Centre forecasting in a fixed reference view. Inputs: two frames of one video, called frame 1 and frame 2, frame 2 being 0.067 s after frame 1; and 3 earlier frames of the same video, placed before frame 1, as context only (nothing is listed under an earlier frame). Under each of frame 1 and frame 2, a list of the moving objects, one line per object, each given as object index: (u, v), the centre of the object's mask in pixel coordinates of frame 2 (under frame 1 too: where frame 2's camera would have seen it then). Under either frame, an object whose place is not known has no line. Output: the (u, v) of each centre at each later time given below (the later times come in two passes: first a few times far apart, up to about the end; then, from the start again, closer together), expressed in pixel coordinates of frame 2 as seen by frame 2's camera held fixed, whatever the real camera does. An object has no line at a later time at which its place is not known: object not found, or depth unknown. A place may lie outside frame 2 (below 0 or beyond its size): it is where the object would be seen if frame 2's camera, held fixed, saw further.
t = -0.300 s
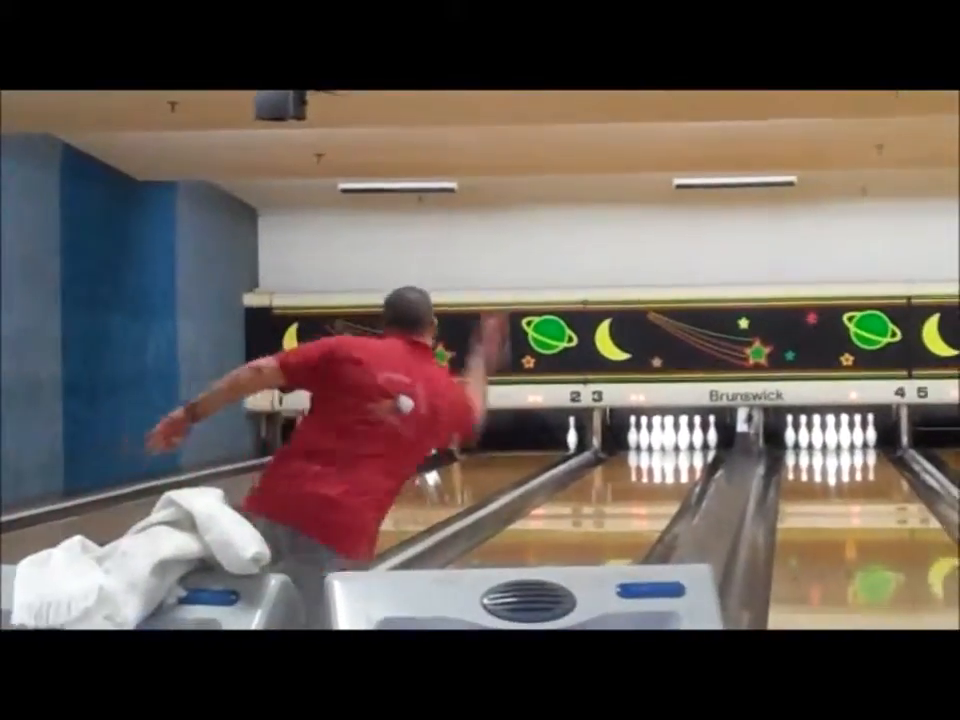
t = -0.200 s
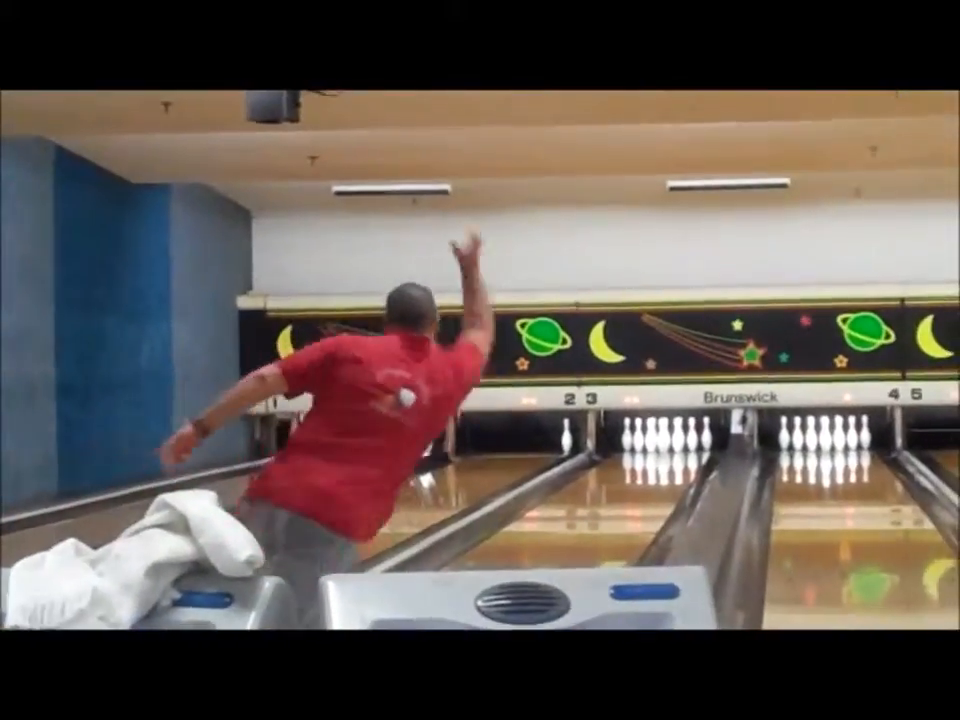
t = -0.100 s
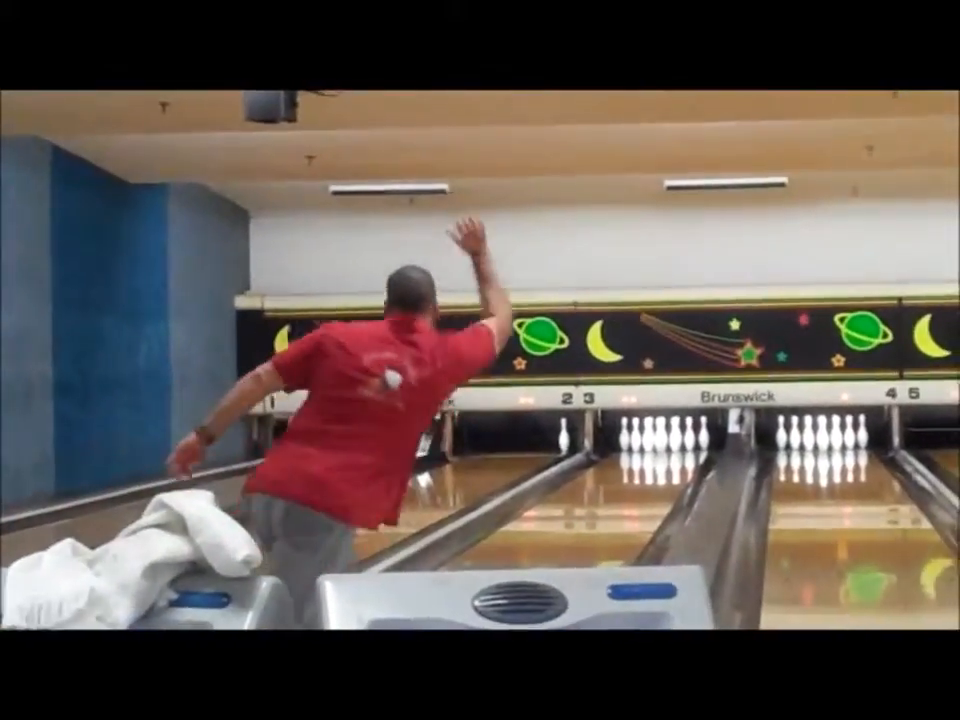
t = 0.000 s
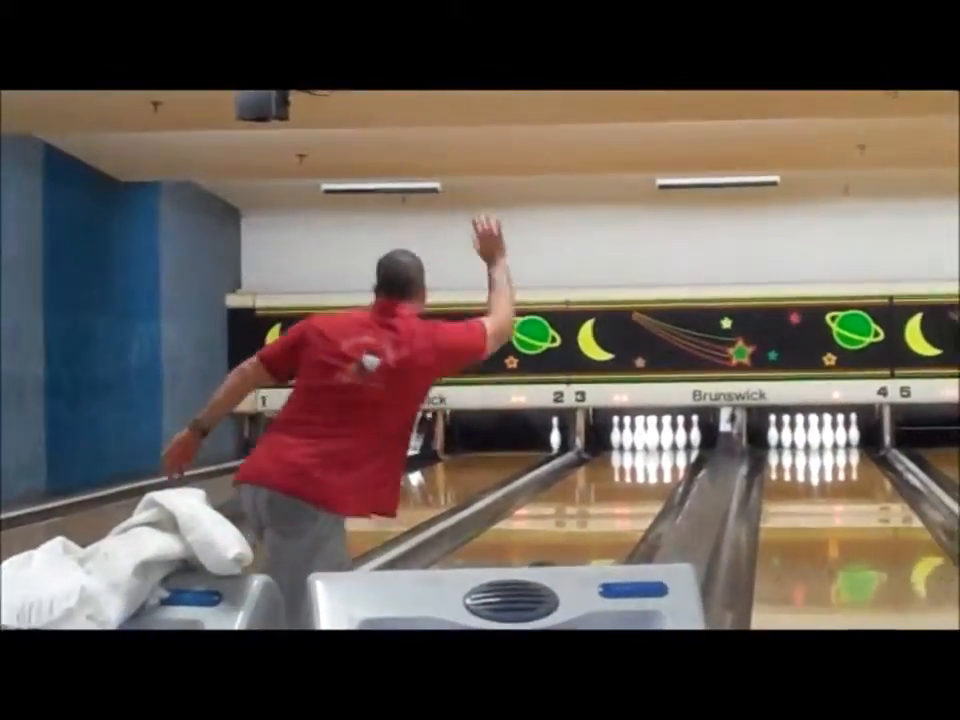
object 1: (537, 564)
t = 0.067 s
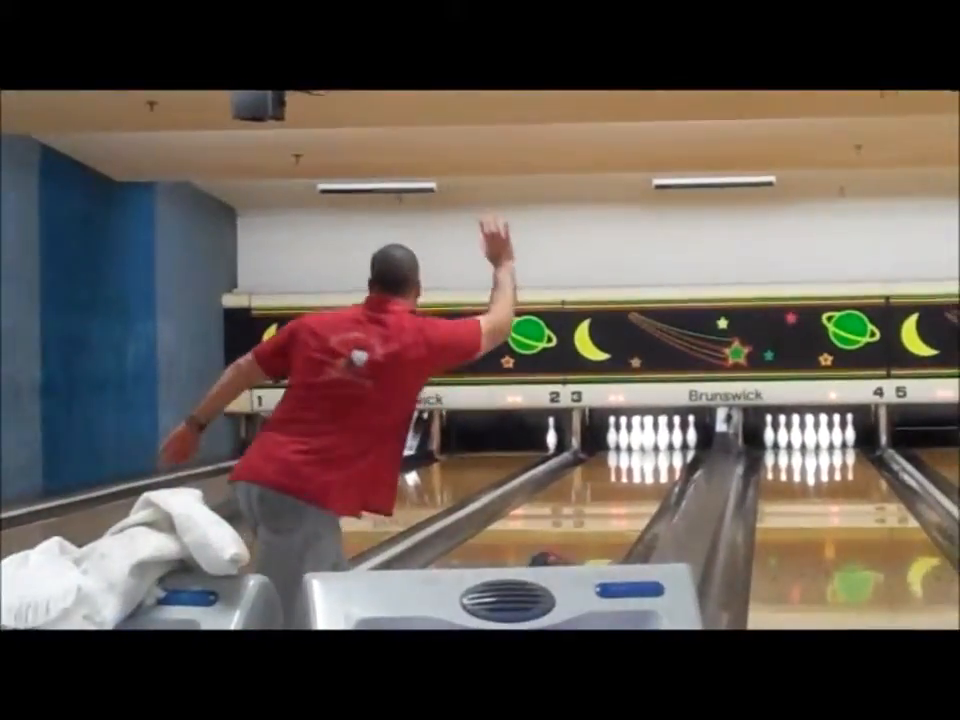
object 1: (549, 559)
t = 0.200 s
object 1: (568, 550)
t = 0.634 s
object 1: (608, 505)
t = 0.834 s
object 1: (620, 491)
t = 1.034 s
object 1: (630, 479)
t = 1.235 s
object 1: (641, 469)
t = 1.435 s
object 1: (647, 459)
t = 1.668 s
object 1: (648, 450)
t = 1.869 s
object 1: (648, 445)
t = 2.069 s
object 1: (647, 441)
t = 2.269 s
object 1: (641, 439)
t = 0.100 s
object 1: (554, 557)
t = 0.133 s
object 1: (559, 554)
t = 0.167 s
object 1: (564, 552)
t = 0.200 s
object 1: (568, 550)
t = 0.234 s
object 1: (572, 547)
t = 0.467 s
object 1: (595, 519)
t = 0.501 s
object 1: (599, 517)
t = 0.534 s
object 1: (601, 513)
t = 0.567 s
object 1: (604, 510)
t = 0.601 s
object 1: (606, 507)
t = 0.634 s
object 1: (608, 505)
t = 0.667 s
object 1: (610, 503)
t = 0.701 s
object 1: (612, 500)
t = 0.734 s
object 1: (614, 497)
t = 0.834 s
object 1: (620, 491)
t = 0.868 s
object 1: (622, 488)
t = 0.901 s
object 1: (623, 486)
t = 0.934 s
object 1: (626, 484)
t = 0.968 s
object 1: (628, 483)
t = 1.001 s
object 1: (629, 480)
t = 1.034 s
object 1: (630, 479)
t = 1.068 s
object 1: (634, 479)
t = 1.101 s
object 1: (636, 477)
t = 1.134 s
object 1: (636, 473)
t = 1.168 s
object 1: (638, 472)
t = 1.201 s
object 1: (639, 471)
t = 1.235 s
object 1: (641, 469)
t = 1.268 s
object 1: (642, 466)
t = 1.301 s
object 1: (644, 465)
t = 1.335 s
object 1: (645, 464)
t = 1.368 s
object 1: (646, 463)
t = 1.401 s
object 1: (646, 460)
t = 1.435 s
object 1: (647, 459)
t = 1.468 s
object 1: (647, 458)
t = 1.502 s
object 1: (647, 456)
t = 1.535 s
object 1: (648, 453)
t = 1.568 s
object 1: (648, 452)
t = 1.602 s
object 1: (648, 452)
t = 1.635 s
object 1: (648, 451)
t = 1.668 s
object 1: (648, 450)
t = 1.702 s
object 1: (648, 449)
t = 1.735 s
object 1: (647, 448)
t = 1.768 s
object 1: (647, 447)
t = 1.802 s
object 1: (647, 446)
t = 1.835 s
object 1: (648, 446)
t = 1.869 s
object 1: (648, 445)
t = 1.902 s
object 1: (646, 443)
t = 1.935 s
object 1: (646, 443)
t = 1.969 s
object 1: (648, 442)
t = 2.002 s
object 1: (648, 441)
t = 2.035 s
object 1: (648, 440)
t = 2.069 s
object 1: (647, 441)
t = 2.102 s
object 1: (647, 438)
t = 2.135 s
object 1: (645, 439)
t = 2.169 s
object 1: (645, 438)
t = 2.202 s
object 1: (645, 437)
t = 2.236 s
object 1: (643, 439)
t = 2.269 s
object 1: (641, 439)
